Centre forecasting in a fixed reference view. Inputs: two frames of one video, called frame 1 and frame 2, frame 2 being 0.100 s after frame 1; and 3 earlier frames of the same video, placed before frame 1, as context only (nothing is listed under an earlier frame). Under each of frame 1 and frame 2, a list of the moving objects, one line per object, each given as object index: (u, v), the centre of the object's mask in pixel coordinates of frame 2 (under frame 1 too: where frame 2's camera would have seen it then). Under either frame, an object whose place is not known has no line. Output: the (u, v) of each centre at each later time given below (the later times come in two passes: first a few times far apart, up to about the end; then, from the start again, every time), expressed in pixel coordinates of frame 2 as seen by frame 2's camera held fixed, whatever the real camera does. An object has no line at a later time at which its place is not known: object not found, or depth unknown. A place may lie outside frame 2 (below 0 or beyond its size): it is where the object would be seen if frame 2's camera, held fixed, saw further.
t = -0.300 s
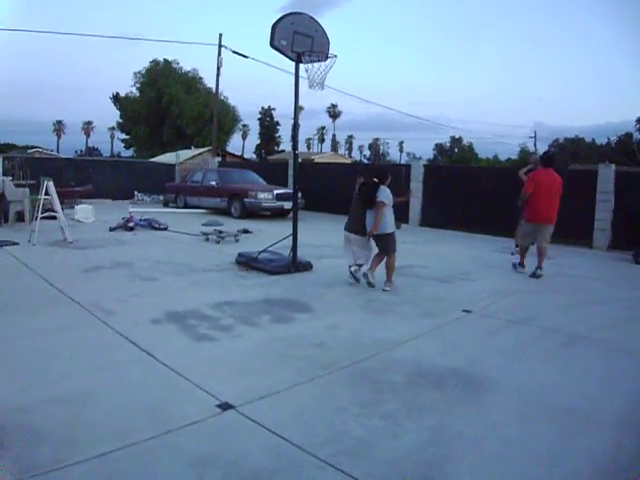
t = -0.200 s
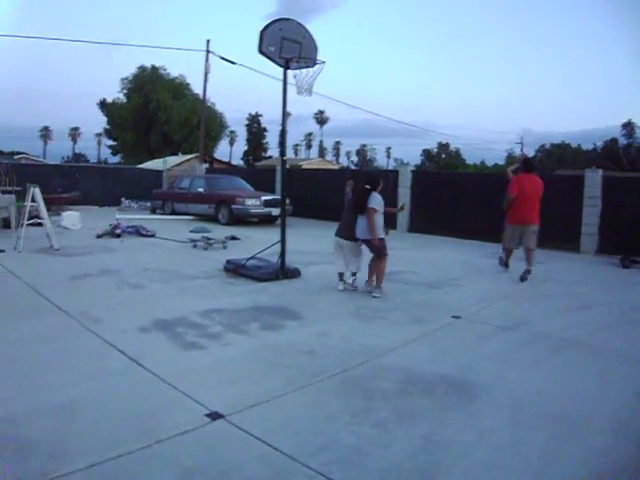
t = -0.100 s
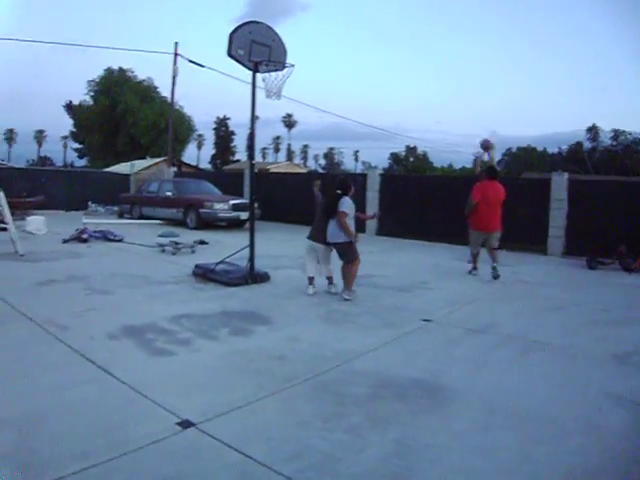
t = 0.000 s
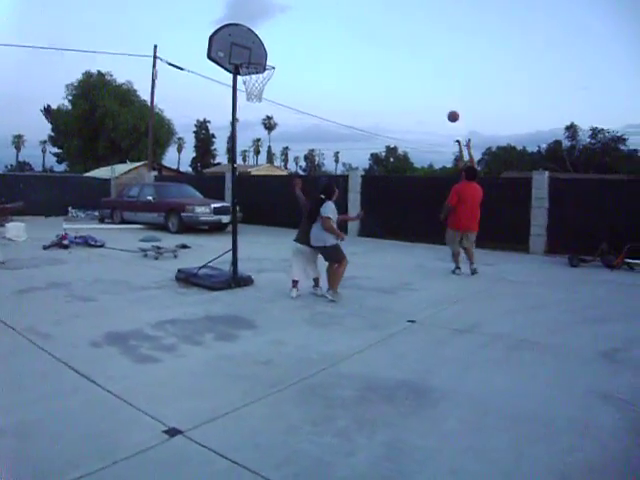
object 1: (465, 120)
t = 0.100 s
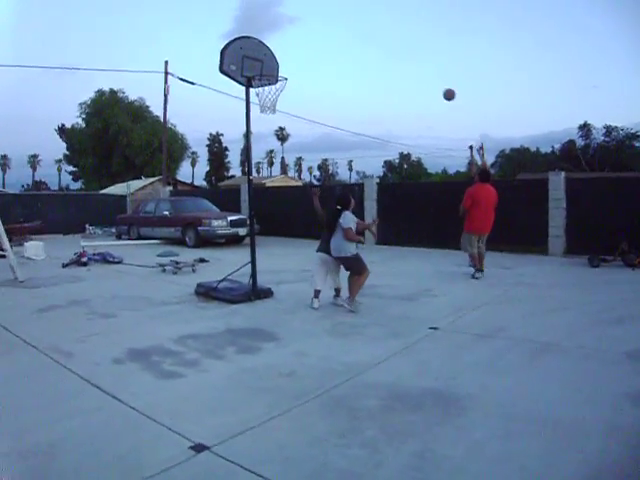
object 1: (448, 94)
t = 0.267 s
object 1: (418, 60)
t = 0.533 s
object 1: (362, 33)
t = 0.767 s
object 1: (299, 43)
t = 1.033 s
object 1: (293, 63)
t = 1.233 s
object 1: (304, 110)
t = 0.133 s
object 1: (443, 86)
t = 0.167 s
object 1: (437, 79)
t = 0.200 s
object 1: (431, 72)
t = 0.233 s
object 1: (424, 66)
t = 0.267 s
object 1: (418, 60)
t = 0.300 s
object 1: (411, 55)
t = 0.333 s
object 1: (404, 50)
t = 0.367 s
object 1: (398, 45)
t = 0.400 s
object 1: (391, 42)
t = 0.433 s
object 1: (384, 39)
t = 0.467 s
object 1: (376, 36)
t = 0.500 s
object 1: (369, 34)
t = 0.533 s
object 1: (362, 33)
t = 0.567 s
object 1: (354, 32)
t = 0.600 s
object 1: (345, 32)
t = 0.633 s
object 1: (337, 32)
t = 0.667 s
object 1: (328, 34)
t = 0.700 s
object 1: (319, 36)
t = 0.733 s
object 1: (309, 39)
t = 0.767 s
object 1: (299, 43)
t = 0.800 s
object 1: (290, 47)
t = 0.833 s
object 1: (285, 50)
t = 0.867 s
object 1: (286, 50)
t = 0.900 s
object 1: (287, 52)
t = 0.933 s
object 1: (288, 53)
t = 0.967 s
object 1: (290, 56)
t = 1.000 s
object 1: (291, 59)
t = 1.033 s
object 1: (293, 63)
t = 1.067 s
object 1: (295, 69)
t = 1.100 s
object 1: (297, 75)
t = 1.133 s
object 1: (298, 82)
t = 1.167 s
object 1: (300, 90)
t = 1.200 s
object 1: (302, 100)
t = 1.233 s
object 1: (304, 110)
